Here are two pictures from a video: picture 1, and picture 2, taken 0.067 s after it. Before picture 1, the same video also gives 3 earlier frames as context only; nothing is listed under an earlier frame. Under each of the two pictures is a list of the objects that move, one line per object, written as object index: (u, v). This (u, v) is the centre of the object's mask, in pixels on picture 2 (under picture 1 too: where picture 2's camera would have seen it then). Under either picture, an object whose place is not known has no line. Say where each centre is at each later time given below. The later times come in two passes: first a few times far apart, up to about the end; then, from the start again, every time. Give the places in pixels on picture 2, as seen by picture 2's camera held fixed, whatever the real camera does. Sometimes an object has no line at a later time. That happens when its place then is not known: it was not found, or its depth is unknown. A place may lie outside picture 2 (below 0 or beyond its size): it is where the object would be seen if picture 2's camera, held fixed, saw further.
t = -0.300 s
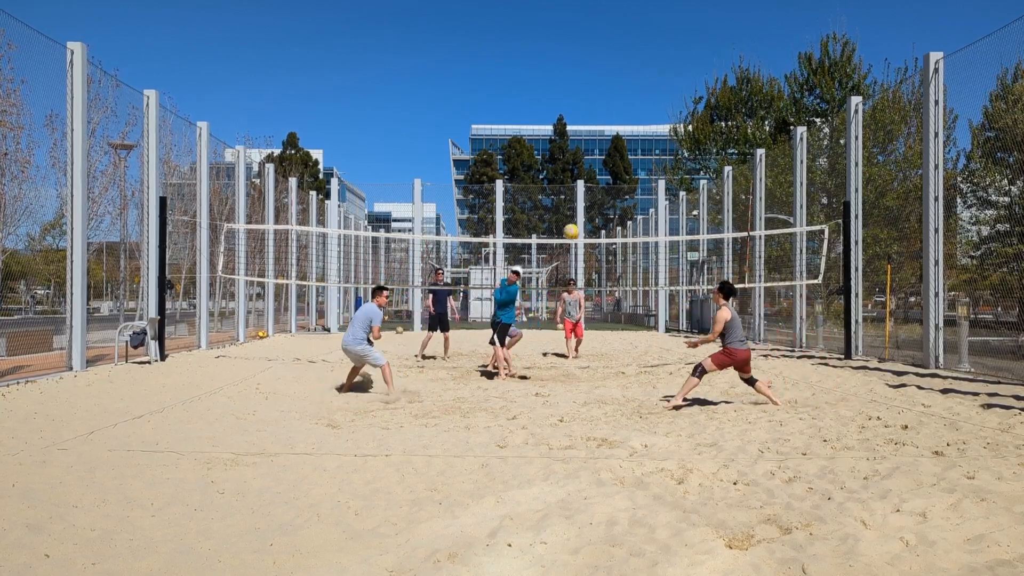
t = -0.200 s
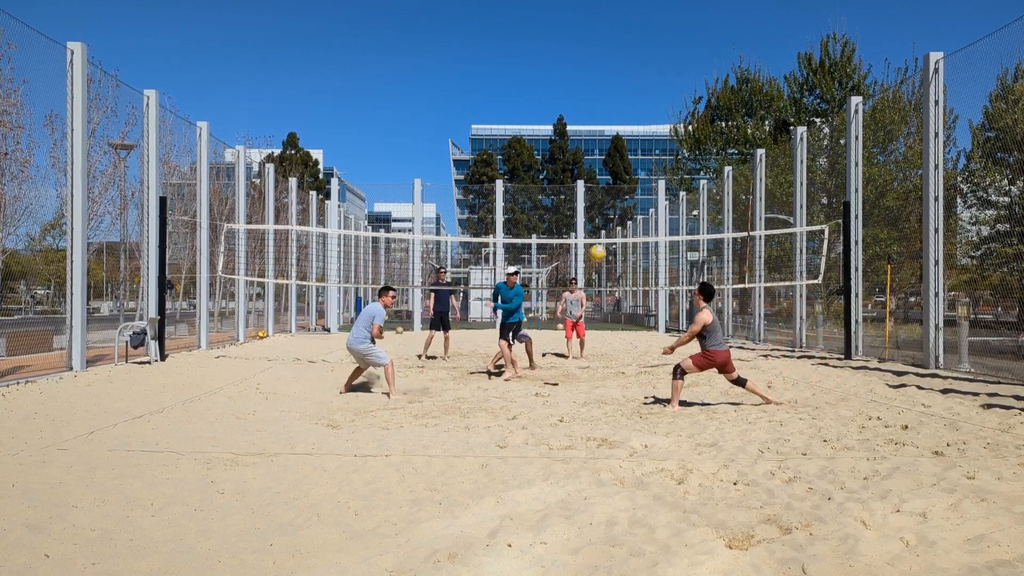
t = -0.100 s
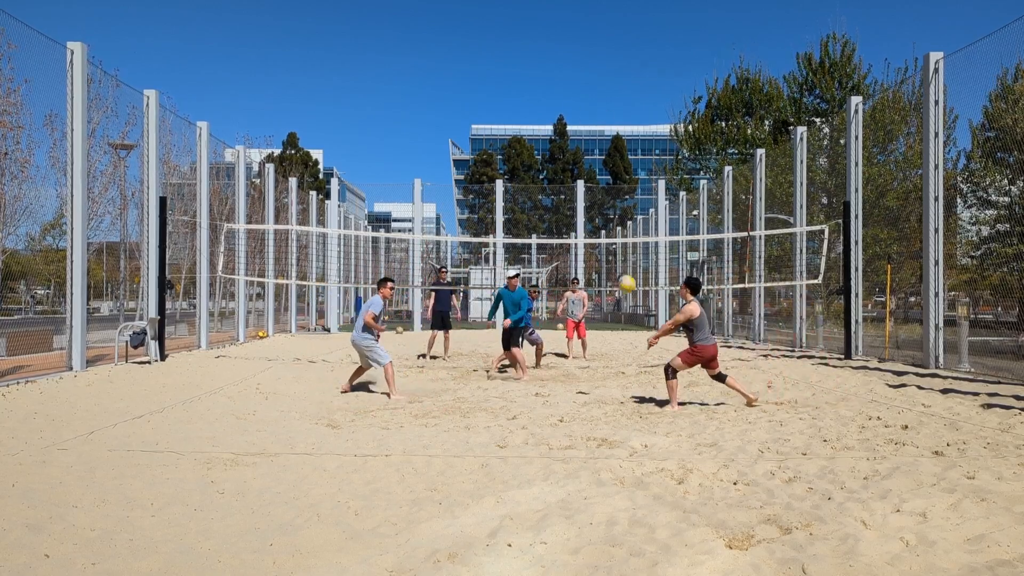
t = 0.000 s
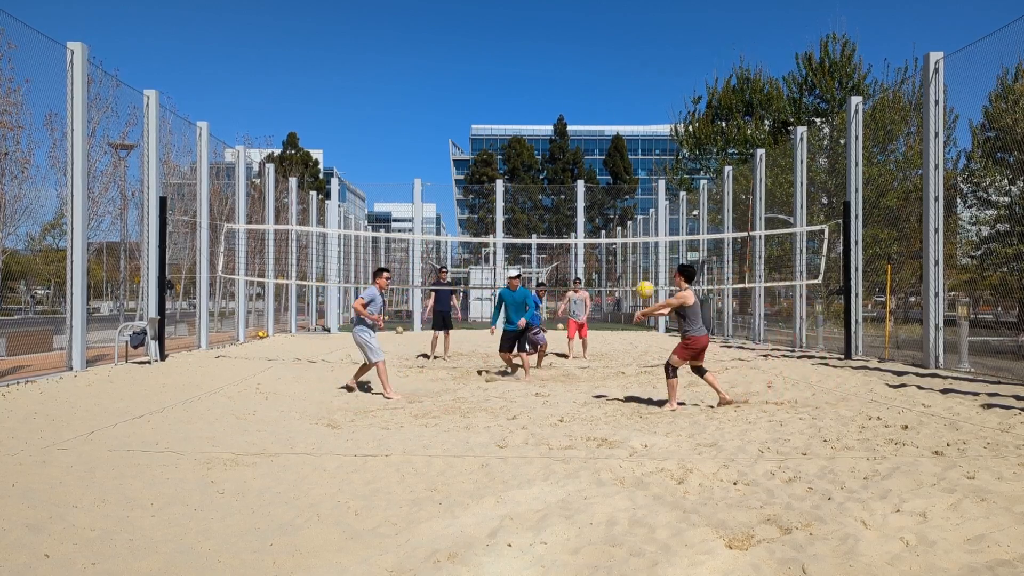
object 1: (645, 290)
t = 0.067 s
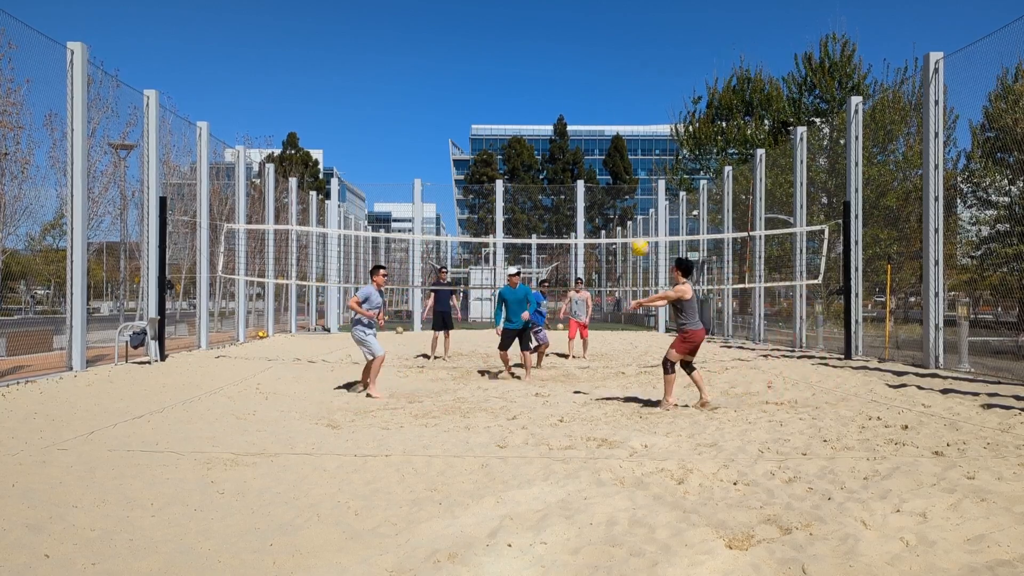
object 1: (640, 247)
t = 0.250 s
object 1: (628, 153)
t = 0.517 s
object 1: (613, 69)
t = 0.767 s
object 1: (602, 44)
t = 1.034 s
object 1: (593, 71)
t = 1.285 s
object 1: (586, 145)
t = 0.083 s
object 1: (639, 238)
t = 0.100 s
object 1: (638, 228)
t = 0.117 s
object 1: (636, 219)
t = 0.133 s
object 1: (635, 210)
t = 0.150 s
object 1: (634, 201)
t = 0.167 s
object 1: (633, 192)
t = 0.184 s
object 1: (632, 184)
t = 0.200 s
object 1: (631, 176)
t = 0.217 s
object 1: (630, 169)
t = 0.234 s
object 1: (629, 161)
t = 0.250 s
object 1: (628, 153)
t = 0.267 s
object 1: (627, 146)
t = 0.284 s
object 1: (625, 139)
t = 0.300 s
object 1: (624, 133)
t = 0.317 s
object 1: (624, 126)
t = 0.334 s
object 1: (623, 120)
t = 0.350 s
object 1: (622, 115)
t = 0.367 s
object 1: (621, 109)
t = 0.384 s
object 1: (620, 103)
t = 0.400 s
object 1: (619, 98)
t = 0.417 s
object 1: (618, 93)
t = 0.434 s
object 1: (617, 89)
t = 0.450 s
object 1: (616, 84)
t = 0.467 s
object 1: (616, 80)
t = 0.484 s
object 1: (615, 76)
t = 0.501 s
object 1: (614, 72)
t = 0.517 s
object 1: (613, 69)
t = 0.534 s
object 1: (612, 65)
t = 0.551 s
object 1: (611, 63)
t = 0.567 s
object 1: (611, 60)
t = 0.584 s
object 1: (610, 57)
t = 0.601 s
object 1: (610, 55)
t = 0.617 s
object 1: (609, 52)
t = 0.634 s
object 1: (608, 51)
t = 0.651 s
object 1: (607, 49)
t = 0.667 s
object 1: (607, 48)
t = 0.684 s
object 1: (606, 46)
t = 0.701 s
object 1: (605, 45)
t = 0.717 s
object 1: (605, 45)
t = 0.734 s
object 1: (604, 44)
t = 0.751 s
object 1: (603, 44)
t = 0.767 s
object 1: (602, 44)
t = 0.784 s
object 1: (602, 44)
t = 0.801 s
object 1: (601, 44)
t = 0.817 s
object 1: (601, 45)
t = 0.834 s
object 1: (600, 45)
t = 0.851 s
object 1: (599, 46)
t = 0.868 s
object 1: (599, 47)
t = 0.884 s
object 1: (598, 49)
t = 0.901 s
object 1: (598, 50)
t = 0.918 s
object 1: (597, 52)
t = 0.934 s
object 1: (596, 54)
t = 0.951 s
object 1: (596, 56)
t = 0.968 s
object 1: (595, 59)
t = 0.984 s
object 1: (595, 62)
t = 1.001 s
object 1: (594, 65)
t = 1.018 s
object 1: (594, 68)
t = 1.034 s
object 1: (593, 71)
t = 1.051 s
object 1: (593, 75)
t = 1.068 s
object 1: (592, 78)
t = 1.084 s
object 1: (592, 82)
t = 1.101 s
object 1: (591, 86)
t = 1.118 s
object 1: (591, 91)
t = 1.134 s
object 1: (590, 95)
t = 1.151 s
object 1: (590, 100)
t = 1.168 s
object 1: (589, 105)
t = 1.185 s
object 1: (589, 110)
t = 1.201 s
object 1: (588, 115)
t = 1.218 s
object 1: (588, 120)
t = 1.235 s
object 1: (588, 126)
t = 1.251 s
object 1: (587, 132)
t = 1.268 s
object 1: (587, 138)
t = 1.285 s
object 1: (586, 145)
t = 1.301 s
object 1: (586, 151)
